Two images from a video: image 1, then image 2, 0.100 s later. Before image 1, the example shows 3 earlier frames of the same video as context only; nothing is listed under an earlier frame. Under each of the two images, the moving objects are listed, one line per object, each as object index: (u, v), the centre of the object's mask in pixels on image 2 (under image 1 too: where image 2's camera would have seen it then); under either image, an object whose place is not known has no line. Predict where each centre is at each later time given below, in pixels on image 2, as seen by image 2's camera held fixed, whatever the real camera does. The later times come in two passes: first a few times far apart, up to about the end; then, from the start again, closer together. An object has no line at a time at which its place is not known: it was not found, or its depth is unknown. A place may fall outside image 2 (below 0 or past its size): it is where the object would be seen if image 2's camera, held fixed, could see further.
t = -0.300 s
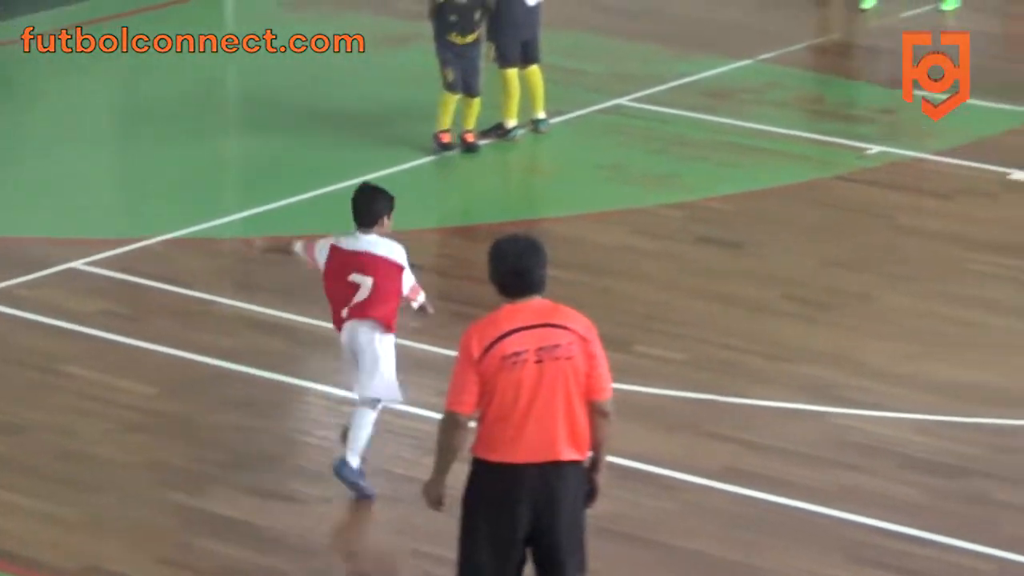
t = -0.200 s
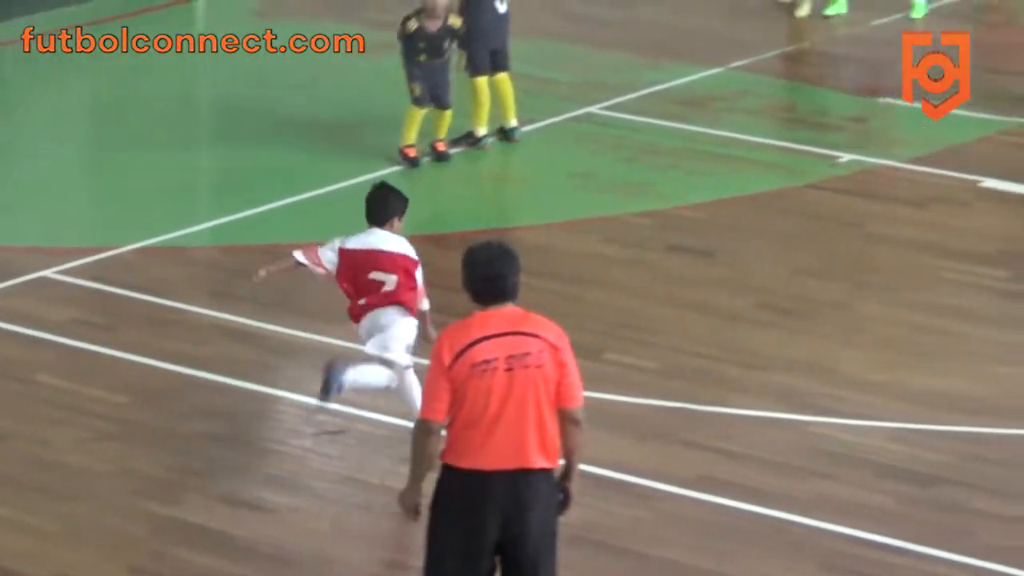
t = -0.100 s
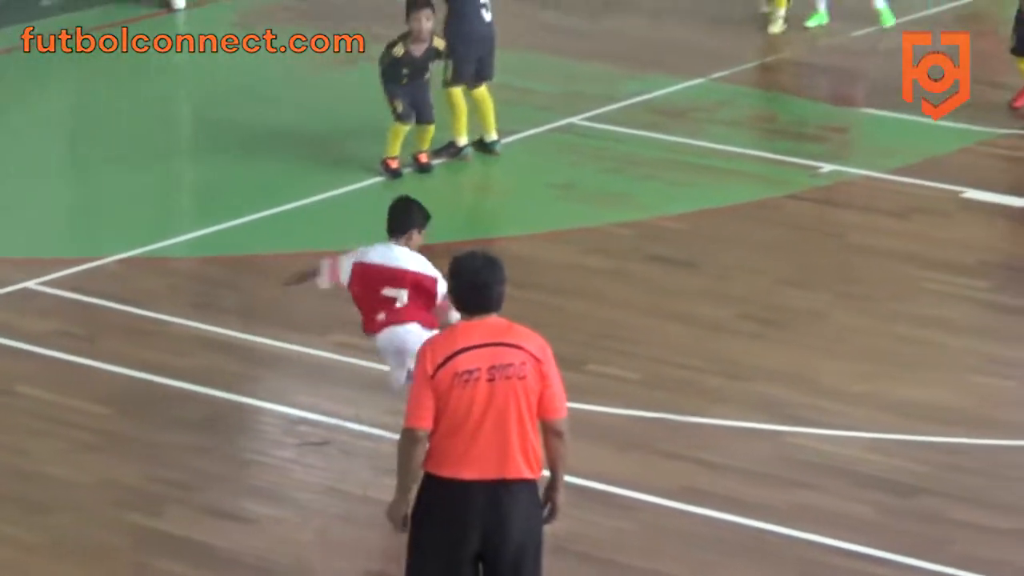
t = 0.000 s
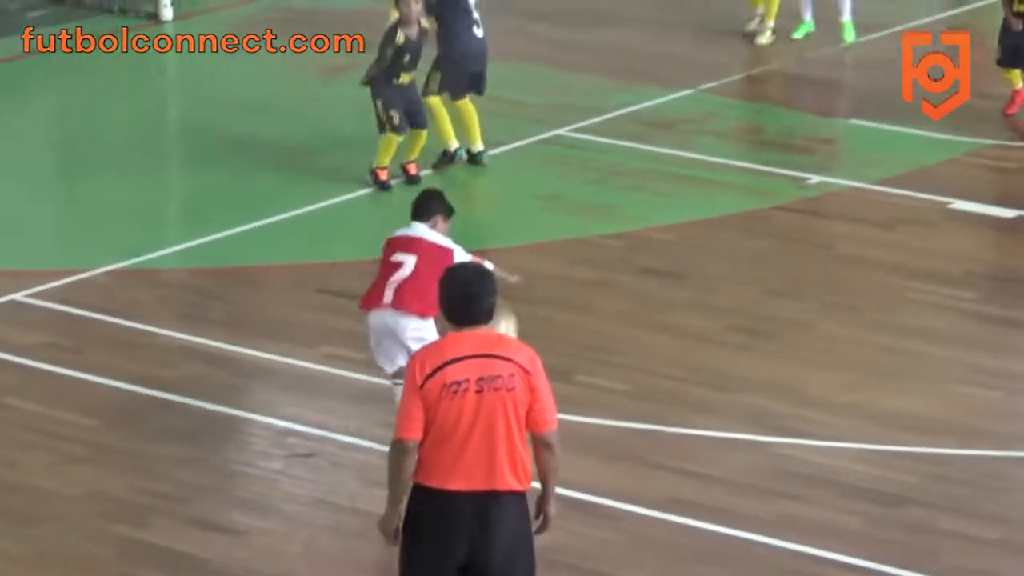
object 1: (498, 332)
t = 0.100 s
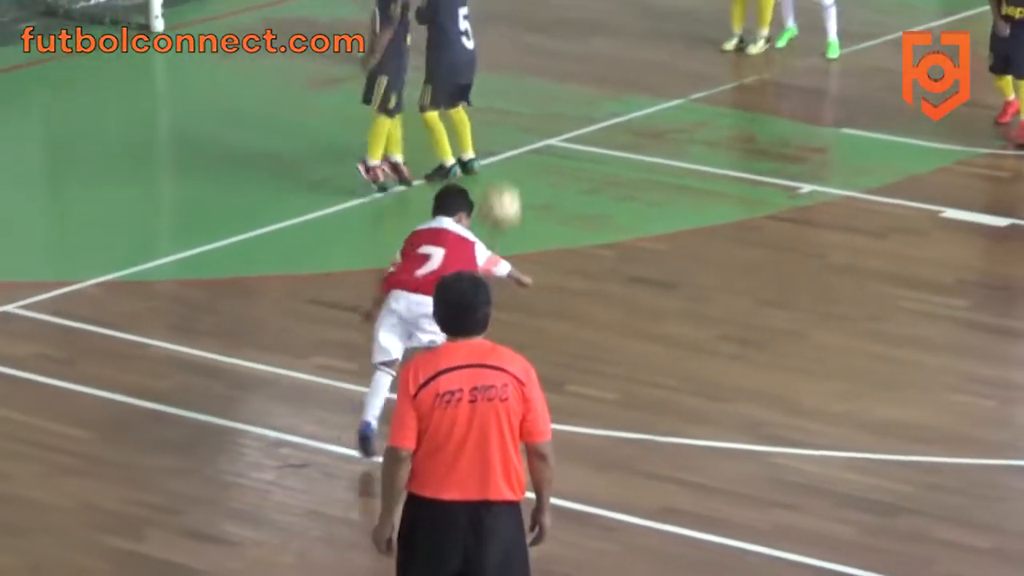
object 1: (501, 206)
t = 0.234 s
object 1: (510, 68)
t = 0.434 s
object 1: (514, -55)
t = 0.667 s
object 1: (519, -97)
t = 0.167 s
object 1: (508, 128)
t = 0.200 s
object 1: (508, 100)
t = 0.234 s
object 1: (510, 68)
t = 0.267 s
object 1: (513, 43)
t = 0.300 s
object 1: (513, 18)
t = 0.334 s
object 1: (515, -5)
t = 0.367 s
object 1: (515, -24)
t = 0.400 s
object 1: (514, -41)
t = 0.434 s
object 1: (514, -55)
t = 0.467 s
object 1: (516, -66)
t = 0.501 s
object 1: (517, -77)
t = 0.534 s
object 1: (517, -86)
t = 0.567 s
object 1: (518, -94)
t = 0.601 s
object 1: (518, -97)
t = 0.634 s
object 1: (518, -97)
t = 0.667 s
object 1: (519, -97)
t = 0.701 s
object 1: (519, -96)
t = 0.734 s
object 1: (517, -94)
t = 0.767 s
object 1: (516, -90)
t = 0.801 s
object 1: (515, -85)
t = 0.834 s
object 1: (515, -76)
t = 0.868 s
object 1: (515, -66)
